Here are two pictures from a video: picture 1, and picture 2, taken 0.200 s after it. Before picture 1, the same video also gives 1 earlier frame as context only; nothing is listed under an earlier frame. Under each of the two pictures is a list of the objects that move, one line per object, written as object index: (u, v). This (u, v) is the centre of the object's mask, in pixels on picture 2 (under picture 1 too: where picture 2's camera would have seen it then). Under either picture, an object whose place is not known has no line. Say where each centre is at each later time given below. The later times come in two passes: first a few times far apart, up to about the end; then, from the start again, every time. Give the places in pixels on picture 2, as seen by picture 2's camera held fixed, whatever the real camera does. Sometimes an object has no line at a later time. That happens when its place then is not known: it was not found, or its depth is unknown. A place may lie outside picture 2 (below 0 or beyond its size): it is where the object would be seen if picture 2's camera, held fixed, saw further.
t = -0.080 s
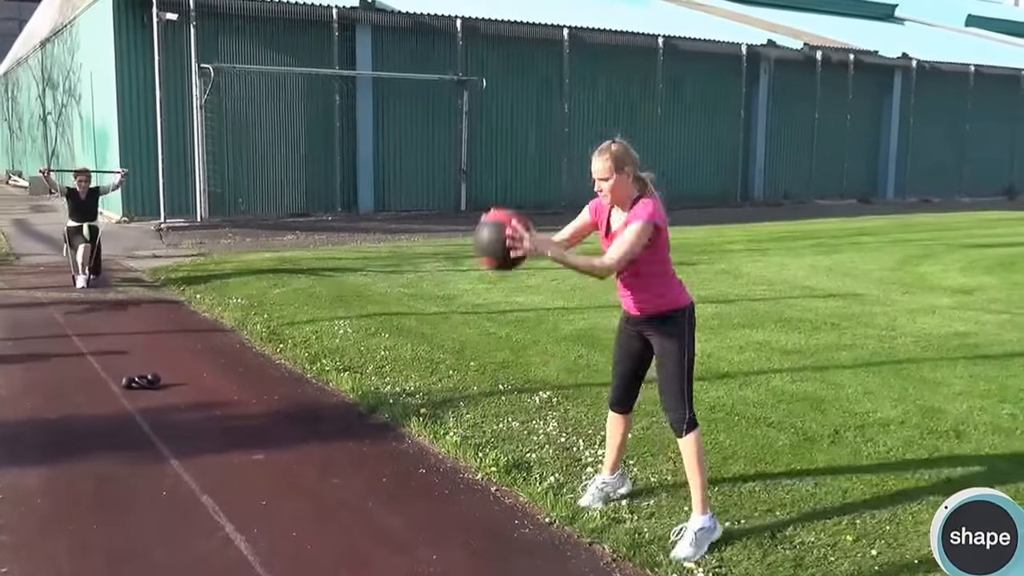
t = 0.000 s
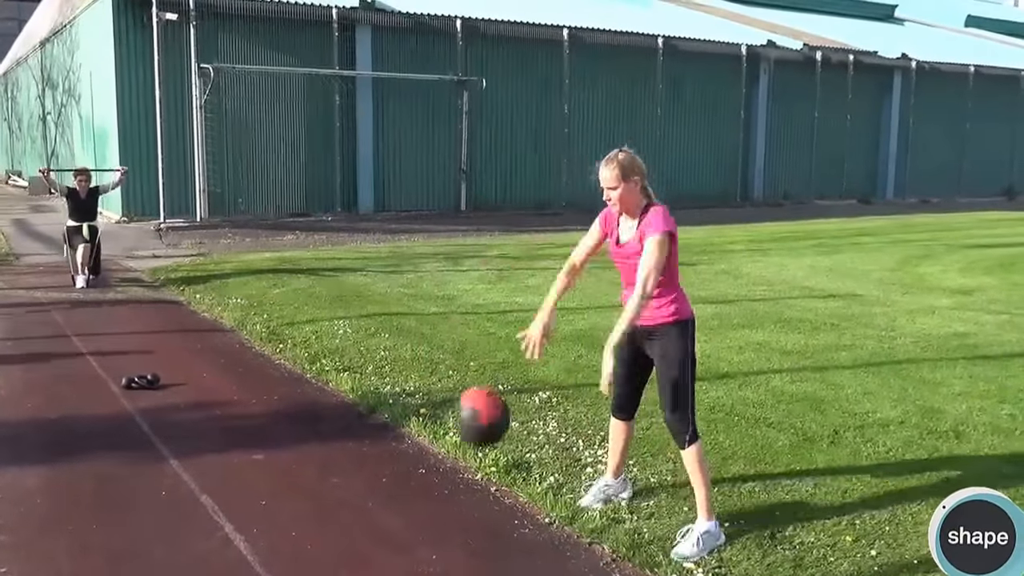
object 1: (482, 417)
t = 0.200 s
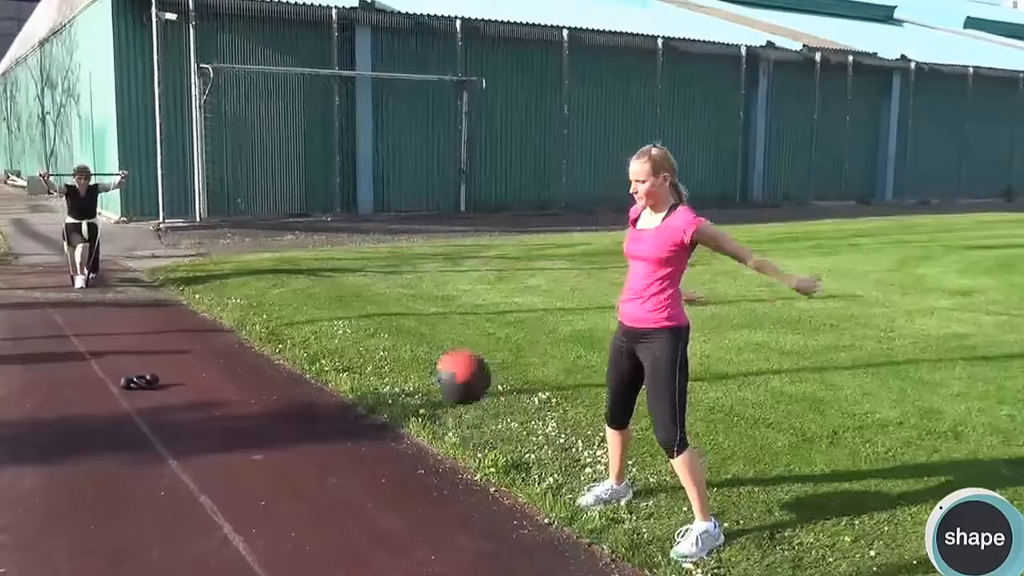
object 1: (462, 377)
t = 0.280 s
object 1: (458, 291)
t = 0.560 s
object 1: (443, 103)
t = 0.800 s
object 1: (428, 98)
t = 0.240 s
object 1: (460, 333)
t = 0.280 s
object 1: (458, 291)
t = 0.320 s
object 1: (456, 253)
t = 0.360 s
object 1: (453, 219)
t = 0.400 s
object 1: (450, 188)
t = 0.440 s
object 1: (448, 162)
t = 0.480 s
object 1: (444, 137)
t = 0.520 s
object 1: (444, 118)
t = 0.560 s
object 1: (443, 103)
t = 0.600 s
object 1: (439, 92)
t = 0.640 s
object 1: (437, 85)
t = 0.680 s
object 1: (435, 81)
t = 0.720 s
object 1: (433, 82)
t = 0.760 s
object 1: (431, 88)
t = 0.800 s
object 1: (428, 98)
